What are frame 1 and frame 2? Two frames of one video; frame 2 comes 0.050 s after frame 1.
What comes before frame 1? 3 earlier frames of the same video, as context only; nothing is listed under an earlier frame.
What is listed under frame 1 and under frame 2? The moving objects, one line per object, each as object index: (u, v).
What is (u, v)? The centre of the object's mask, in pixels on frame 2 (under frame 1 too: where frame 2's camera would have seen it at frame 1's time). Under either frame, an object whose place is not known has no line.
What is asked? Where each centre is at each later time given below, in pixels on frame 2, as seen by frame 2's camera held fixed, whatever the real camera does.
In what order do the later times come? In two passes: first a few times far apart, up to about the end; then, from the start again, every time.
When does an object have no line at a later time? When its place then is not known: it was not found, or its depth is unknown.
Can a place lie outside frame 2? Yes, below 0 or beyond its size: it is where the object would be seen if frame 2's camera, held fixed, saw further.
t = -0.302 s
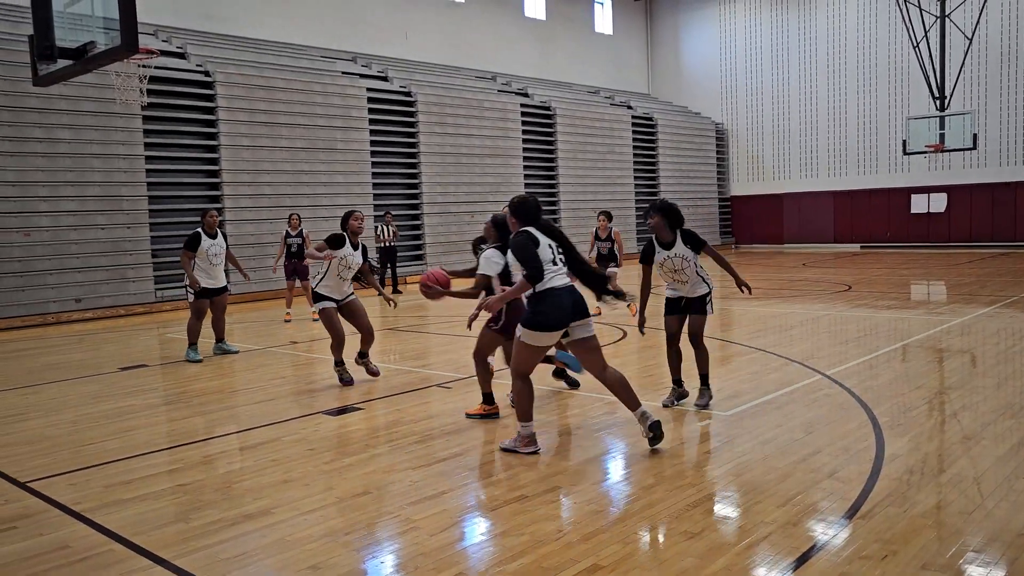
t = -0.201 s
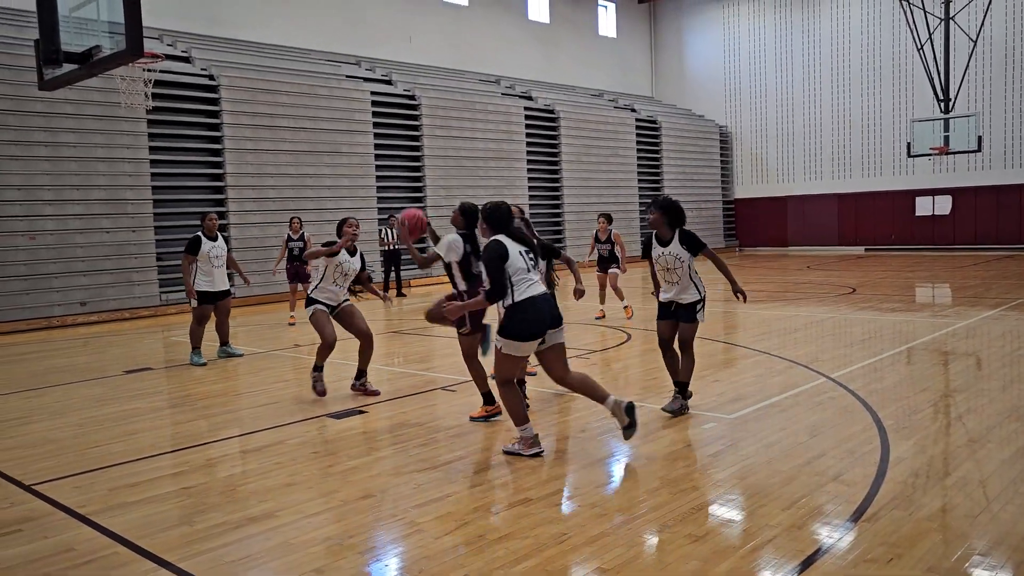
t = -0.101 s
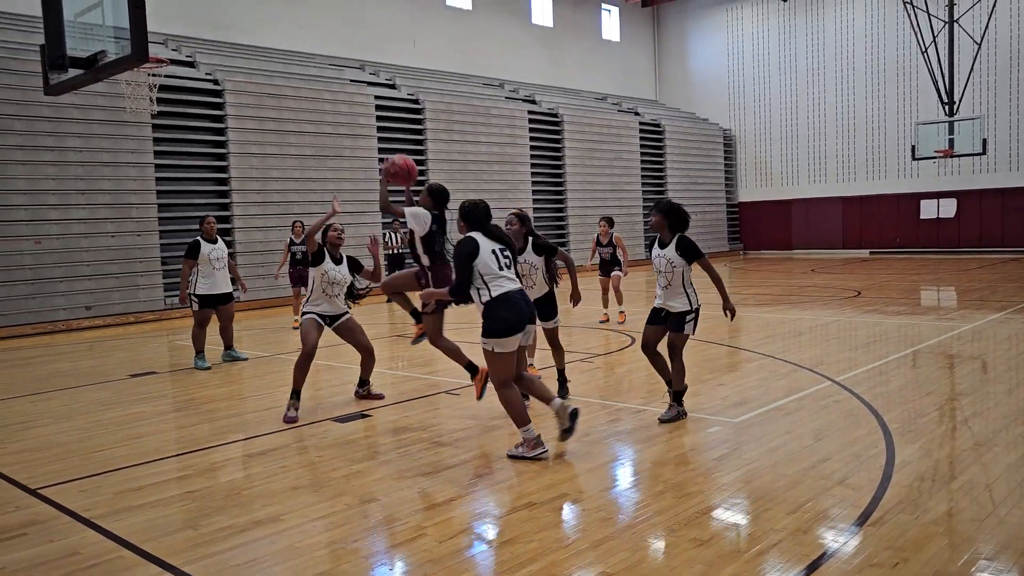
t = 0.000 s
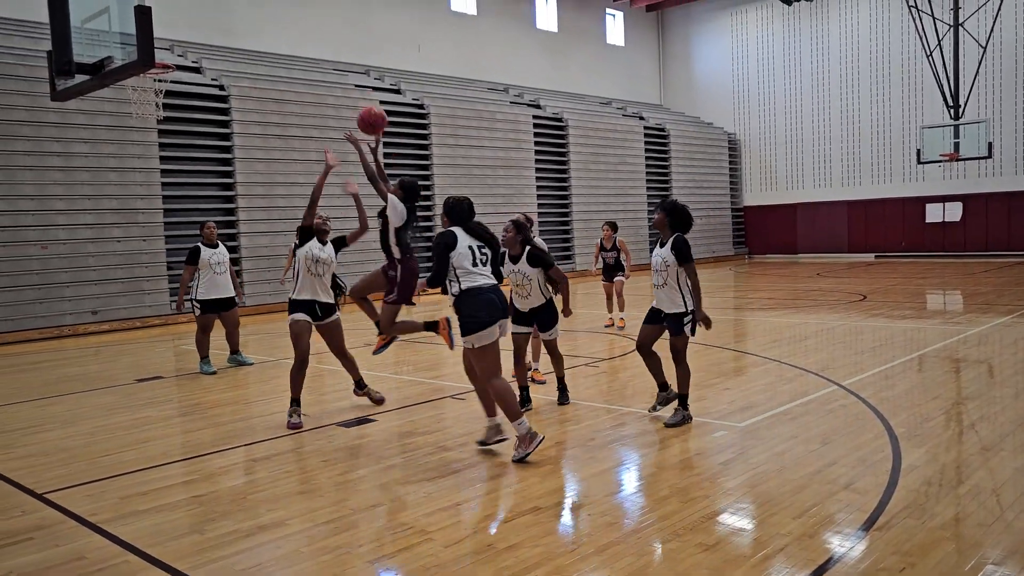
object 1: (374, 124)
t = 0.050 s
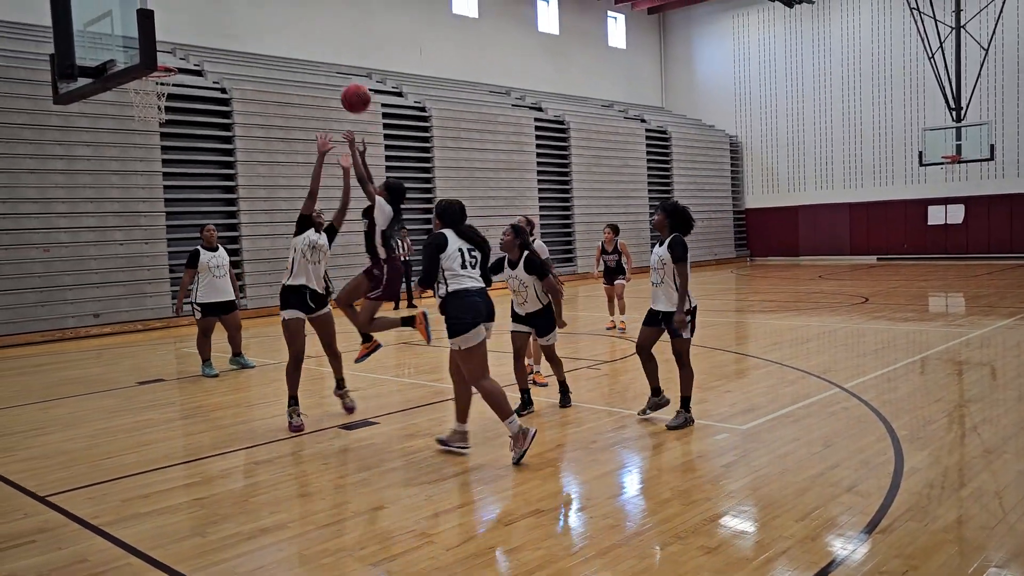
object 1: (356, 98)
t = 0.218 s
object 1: (299, 41)
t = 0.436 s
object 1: (236, 21)
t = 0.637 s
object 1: (187, 51)
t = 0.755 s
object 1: (191, 48)
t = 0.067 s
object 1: (350, 91)
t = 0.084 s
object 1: (344, 83)
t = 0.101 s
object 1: (338, 77)
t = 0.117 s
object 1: (333, 71)
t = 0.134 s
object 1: (327, 65)
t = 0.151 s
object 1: (321, 59)
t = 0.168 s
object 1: (315, 54)
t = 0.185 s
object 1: (310, 49)
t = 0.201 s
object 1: (305, 45)
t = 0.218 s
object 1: (299, 41)
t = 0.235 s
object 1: (294, 37)
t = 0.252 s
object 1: (289, 34)
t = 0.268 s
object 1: (284, 31)
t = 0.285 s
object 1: (279, 28)
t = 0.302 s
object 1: (274, 26)
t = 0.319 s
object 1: (269, 25)
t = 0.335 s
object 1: (264, 23)
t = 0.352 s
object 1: (259, 22)
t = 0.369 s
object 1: (254, 21)
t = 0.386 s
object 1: (250, 21)
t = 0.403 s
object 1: (245, 21)
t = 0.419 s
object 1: (240, 21)
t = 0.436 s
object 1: (236, 21)
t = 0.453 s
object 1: (232, 22)
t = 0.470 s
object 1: (227, 23)
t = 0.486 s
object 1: (223, 25)
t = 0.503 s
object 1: (219, 26)
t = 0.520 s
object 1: (214, 28)
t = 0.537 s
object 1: (210, 31)
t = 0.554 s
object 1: (206, 34)
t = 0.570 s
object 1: (202, 36)
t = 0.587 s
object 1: (198, 40)
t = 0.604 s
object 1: (194, 43)
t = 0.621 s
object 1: (191, 47)
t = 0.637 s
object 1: (187, 51)
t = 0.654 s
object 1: (183, 56)
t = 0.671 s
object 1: (181, 59)
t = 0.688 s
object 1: (183, 56)
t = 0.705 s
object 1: (185, 53)
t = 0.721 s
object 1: (187, 51)
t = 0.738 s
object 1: (189, 50)
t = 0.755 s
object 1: (191, 48)
